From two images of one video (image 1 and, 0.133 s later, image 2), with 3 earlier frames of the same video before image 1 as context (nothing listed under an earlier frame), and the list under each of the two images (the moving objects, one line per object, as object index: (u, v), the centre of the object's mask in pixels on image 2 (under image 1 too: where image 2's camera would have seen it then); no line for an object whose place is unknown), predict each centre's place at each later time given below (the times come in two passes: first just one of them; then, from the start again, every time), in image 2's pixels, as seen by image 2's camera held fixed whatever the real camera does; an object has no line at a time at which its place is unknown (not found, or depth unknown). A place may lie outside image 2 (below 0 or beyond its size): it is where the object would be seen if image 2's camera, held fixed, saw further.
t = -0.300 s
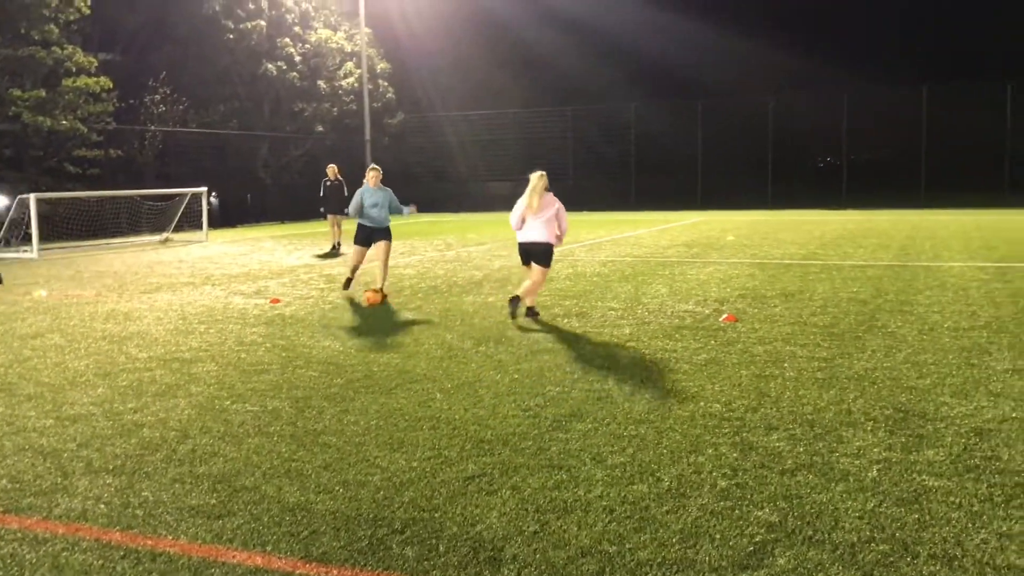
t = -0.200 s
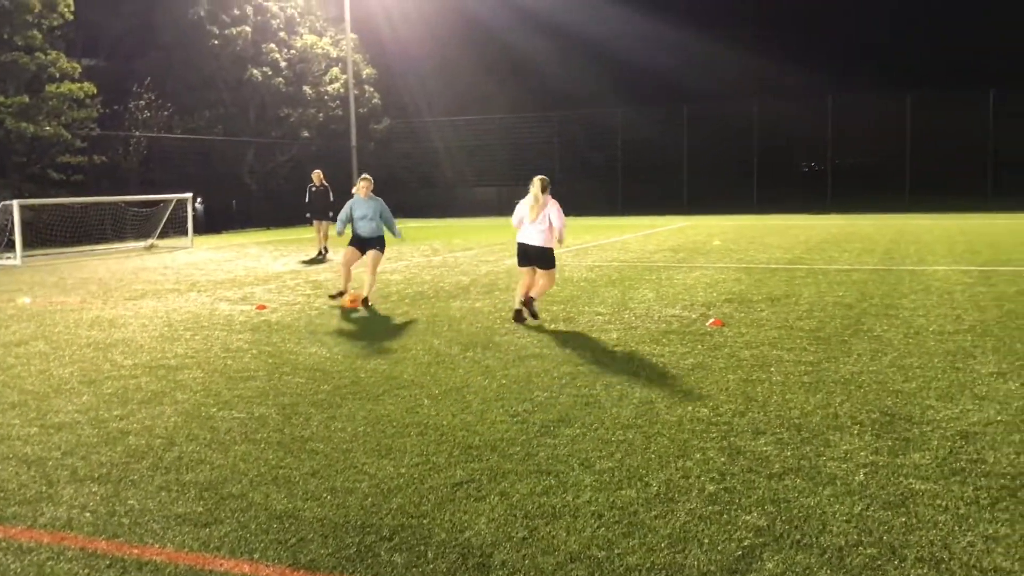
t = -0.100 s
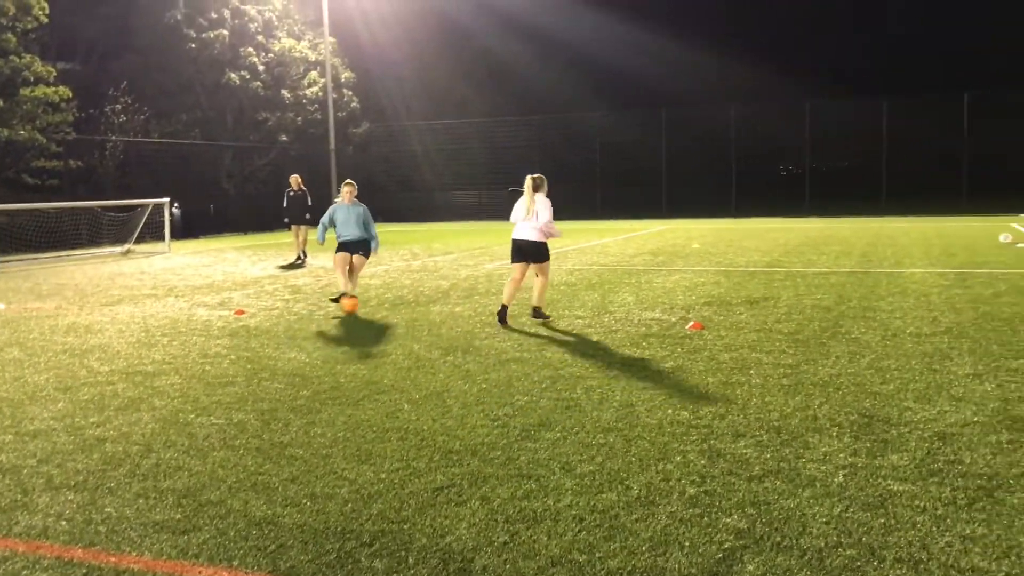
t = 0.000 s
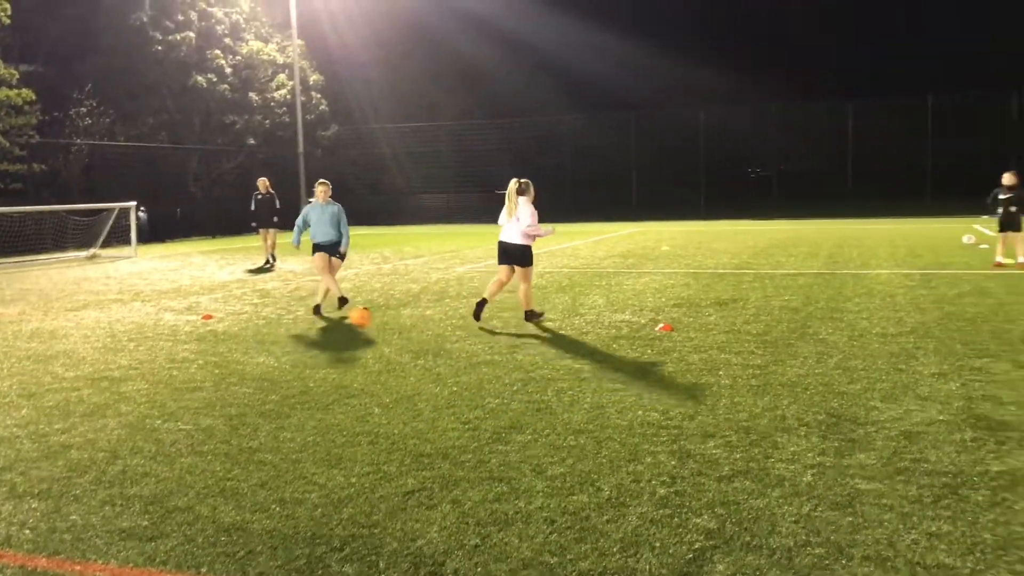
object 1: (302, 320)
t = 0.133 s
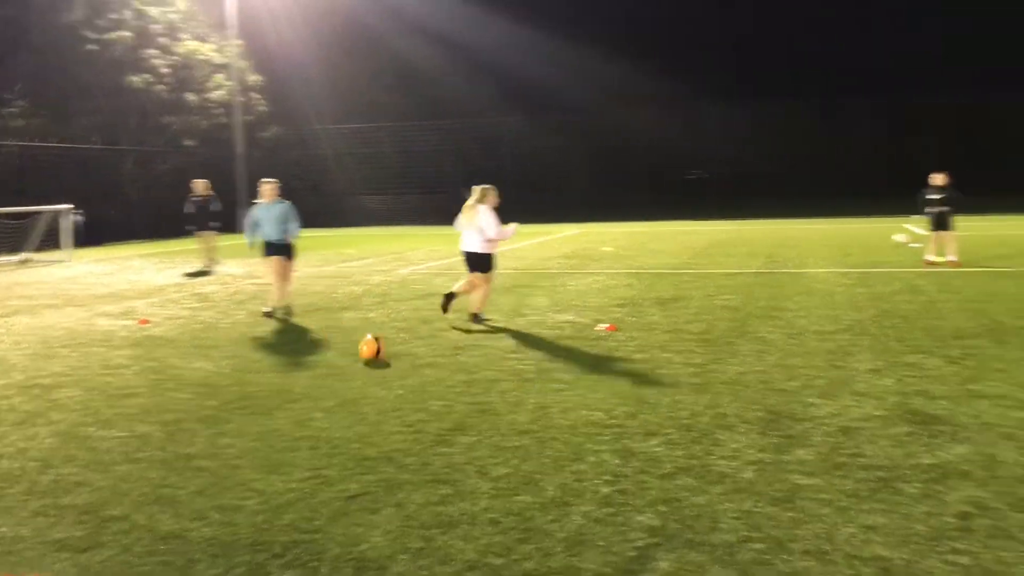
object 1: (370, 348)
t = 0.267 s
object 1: (446, 364)
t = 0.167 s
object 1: (389, 352)
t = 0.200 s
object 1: (407, 354)
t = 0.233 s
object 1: (426, 358)
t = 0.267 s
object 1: (446, 364)
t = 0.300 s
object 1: (468, 372)
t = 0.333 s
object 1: (492, 383)
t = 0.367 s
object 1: (515, 388)
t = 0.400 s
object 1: (540, 393)
